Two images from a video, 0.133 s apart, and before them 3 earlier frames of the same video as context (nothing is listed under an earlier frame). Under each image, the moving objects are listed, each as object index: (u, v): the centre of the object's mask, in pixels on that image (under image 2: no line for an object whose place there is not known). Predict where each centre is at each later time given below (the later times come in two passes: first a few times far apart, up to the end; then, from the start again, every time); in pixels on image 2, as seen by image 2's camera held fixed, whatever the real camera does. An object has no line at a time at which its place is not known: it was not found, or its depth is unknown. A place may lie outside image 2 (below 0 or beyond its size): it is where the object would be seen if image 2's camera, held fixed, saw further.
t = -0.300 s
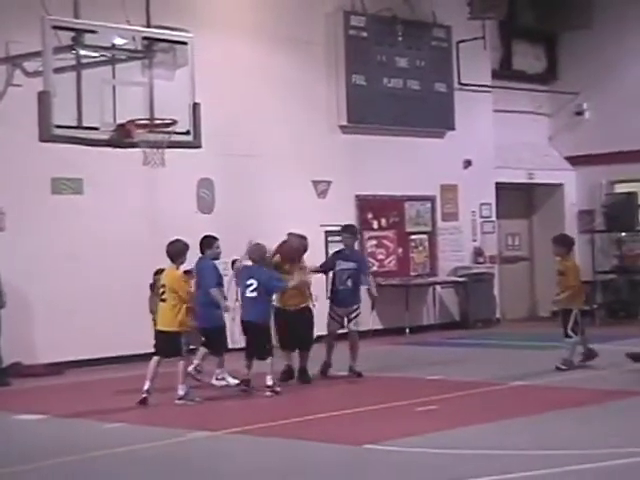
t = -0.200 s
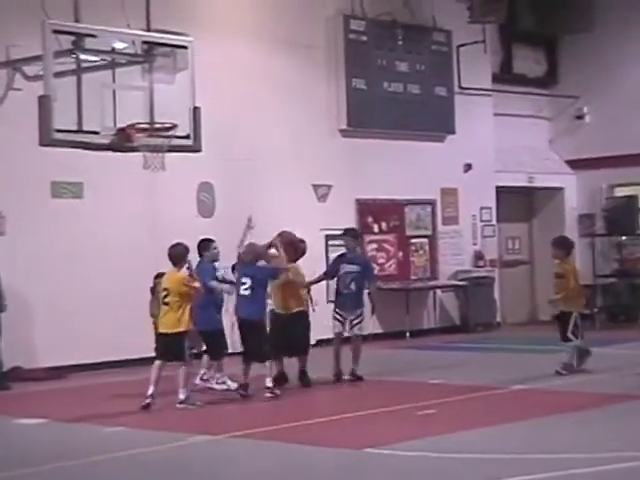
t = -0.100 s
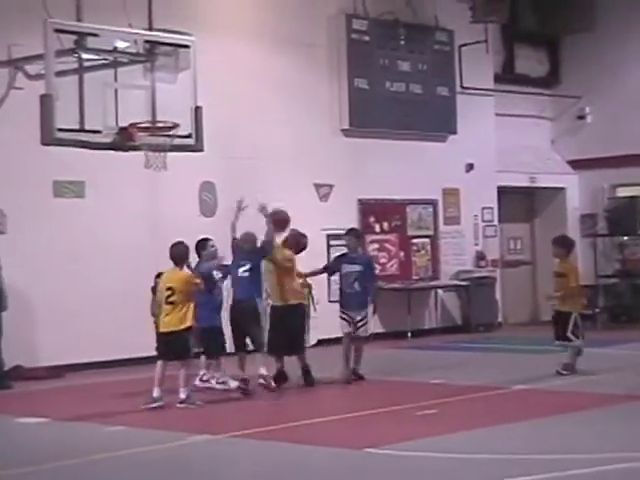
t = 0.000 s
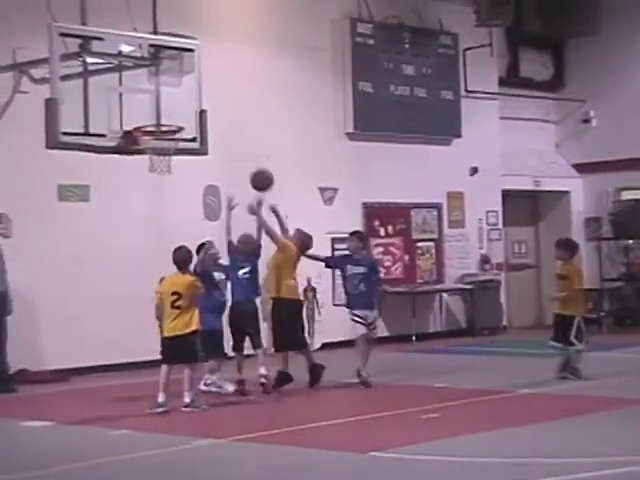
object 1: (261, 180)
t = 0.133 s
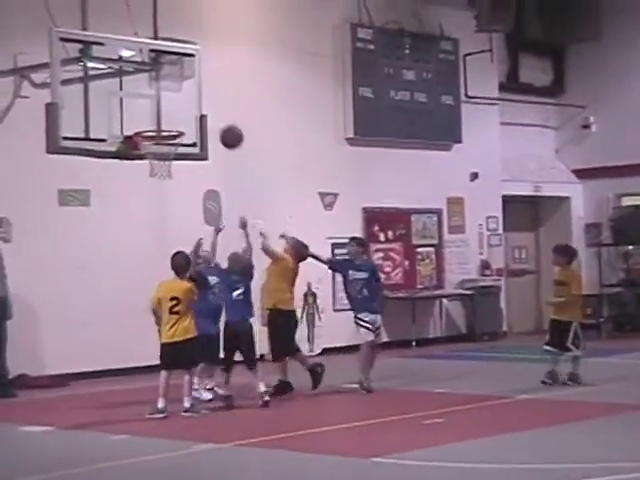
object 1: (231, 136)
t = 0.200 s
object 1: (216, 120)
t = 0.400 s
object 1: (173, 99)
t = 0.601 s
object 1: (181, 120)
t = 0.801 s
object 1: (207, 107)
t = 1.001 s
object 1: (236, 132)
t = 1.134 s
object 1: (256, 172)
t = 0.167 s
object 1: (223, 128)
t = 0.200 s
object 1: (216, 120)
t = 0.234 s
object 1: (208, 114)
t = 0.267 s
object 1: (201, 109)
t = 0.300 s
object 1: (194, 104)
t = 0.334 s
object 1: (187, 101)
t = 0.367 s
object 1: (180, 99)
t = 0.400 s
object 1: (173, 99)
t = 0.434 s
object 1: (166, 100)
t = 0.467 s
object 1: (169, 101)
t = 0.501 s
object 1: (172, 104)
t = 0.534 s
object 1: (175, 108)
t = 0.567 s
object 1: (178, 114)
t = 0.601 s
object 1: (181, 120)
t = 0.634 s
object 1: (184, 118)
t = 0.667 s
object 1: (189, 114)
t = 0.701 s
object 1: (194, 110)
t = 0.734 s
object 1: (198, 108)
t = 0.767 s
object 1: (203, 107)
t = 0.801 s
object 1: (207, 107)
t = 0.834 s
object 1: (212, 108)
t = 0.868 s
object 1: (216, 111)
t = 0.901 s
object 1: (221, 114)
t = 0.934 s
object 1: (226, 120)
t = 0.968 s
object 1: (231, 125)
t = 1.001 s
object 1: (236, 132)
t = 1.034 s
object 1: (241, 141)
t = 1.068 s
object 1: (246, 150)
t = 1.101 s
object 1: (251, 161)
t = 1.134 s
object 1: (256, 172)
